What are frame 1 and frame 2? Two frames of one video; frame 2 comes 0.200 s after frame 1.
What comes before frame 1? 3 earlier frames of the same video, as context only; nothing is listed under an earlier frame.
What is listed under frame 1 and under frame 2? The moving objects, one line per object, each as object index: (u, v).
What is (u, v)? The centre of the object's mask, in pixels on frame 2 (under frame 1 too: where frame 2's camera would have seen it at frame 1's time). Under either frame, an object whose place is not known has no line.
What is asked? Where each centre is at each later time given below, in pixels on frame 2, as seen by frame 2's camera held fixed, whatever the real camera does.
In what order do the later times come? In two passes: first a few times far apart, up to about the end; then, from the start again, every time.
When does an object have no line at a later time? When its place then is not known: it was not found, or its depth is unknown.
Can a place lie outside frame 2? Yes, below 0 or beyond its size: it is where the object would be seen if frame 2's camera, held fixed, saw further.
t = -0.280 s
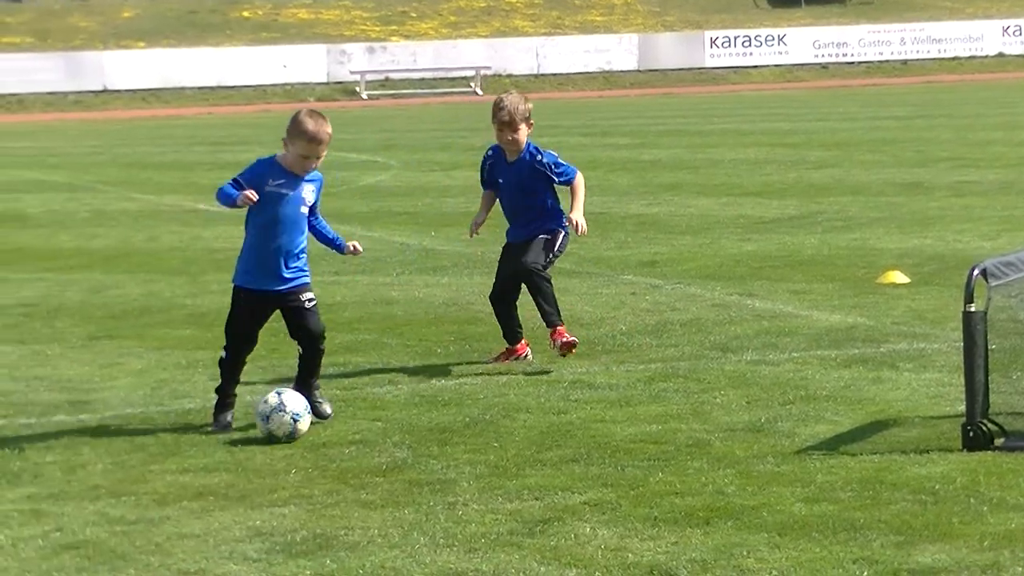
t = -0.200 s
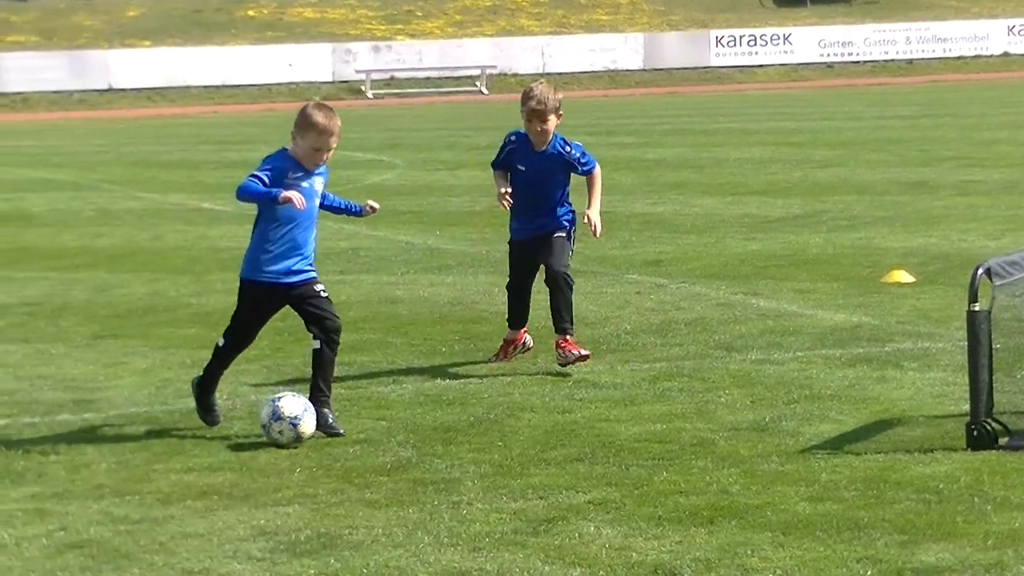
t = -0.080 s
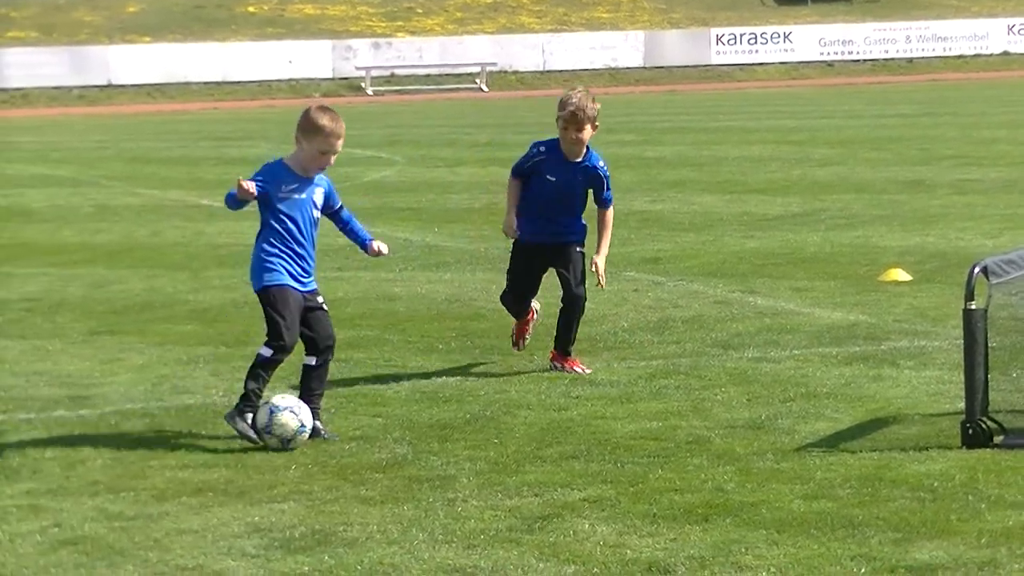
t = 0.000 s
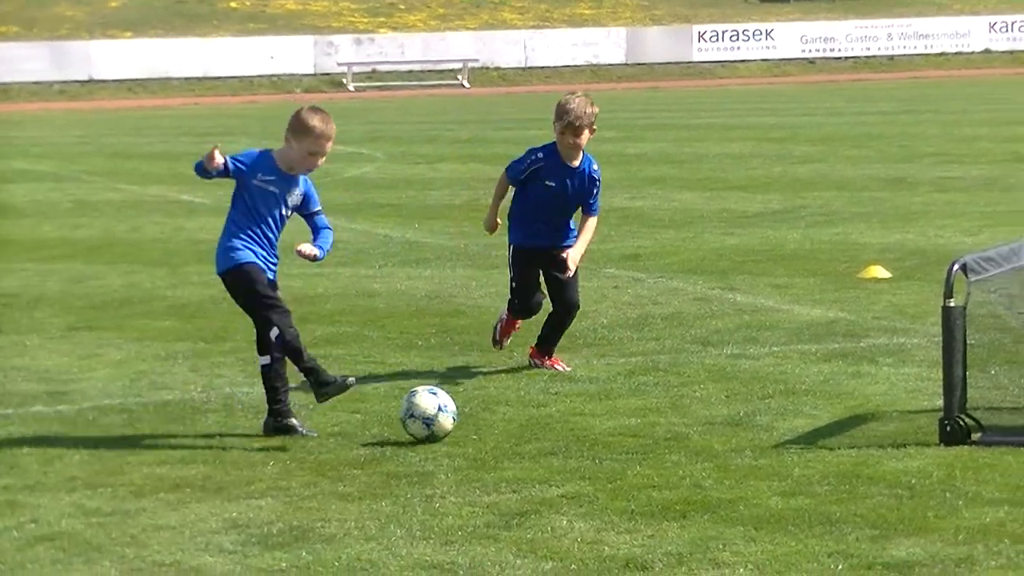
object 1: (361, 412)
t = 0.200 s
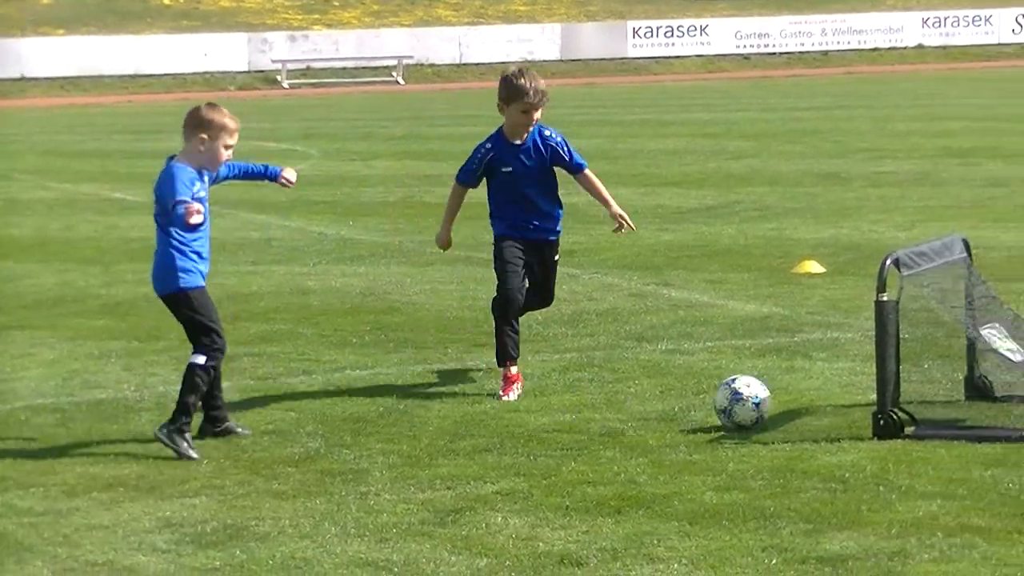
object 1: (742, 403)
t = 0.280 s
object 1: (858, 393)
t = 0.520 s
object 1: (1026, 378)
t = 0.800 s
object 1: (927, 387)
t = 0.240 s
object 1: (807, 401)
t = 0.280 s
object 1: (858, 393)
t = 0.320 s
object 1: (929, 392)
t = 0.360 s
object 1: (992, 396)
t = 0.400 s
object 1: (1050, 397)
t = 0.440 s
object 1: (1075, 387)
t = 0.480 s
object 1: (1052, 381)
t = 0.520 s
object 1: (1026, 378)
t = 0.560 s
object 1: (1002, 380)
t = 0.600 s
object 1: (978, 388)
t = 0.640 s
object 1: (959, 392)
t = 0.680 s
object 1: (951, 387)
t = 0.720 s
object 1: (942, 386)
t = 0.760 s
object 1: (935, 389)
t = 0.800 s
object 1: (927, 387)
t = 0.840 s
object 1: (922, 385)
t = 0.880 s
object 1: (917, 384)
